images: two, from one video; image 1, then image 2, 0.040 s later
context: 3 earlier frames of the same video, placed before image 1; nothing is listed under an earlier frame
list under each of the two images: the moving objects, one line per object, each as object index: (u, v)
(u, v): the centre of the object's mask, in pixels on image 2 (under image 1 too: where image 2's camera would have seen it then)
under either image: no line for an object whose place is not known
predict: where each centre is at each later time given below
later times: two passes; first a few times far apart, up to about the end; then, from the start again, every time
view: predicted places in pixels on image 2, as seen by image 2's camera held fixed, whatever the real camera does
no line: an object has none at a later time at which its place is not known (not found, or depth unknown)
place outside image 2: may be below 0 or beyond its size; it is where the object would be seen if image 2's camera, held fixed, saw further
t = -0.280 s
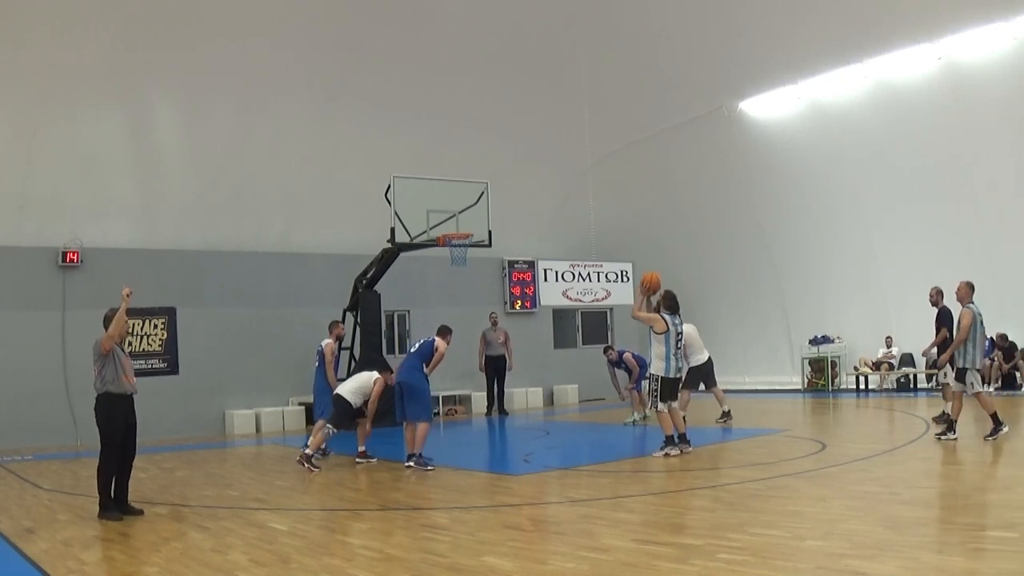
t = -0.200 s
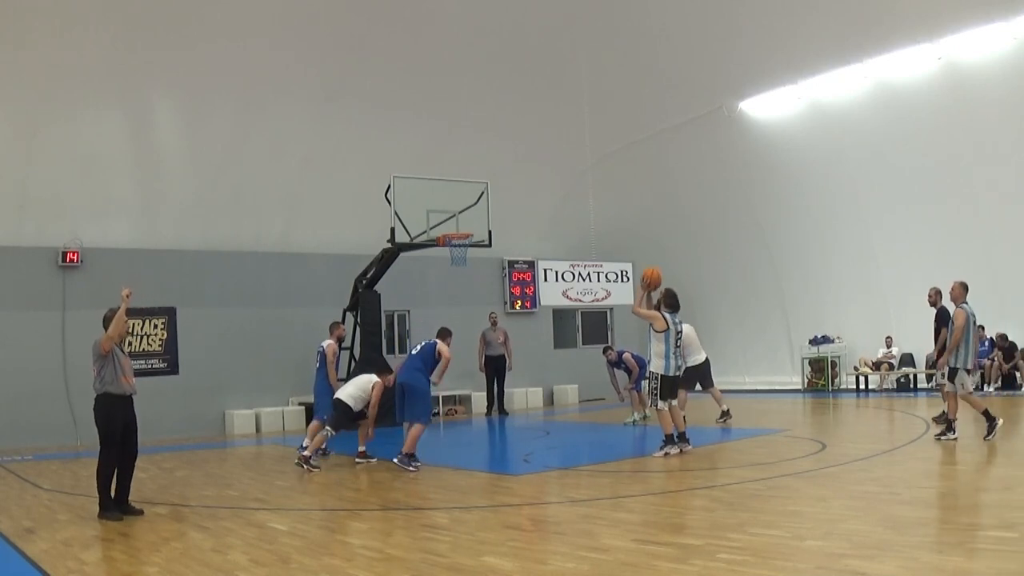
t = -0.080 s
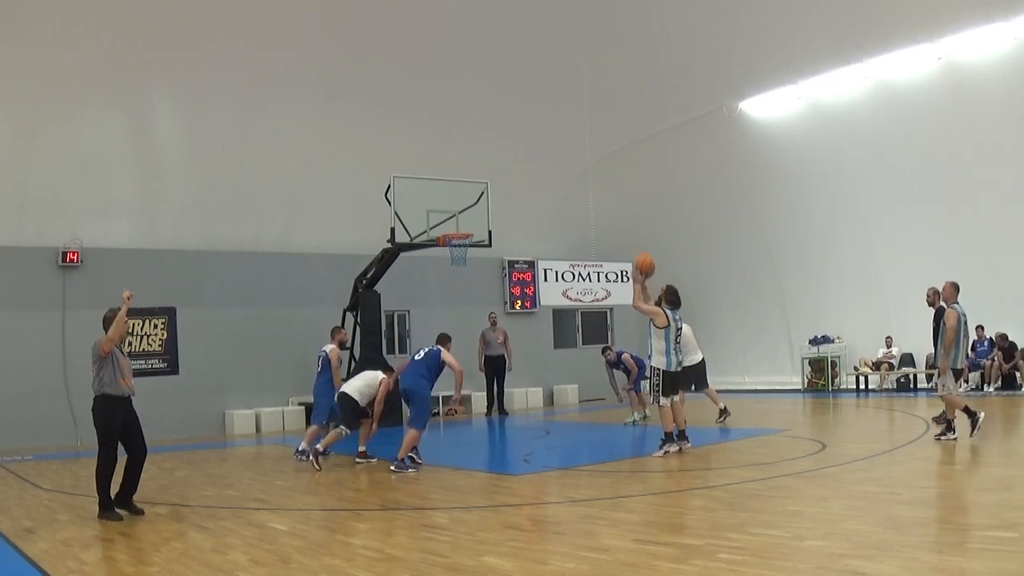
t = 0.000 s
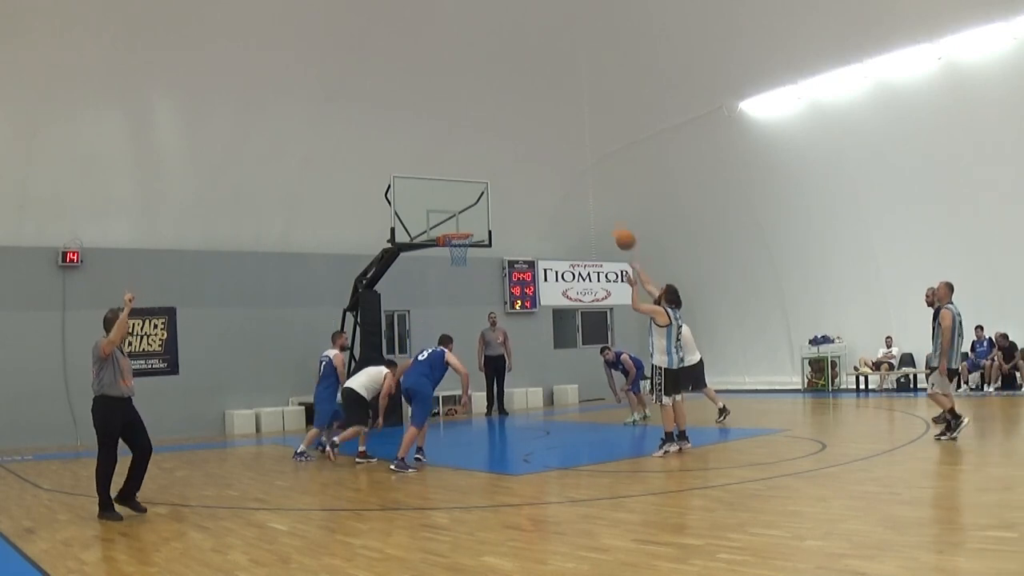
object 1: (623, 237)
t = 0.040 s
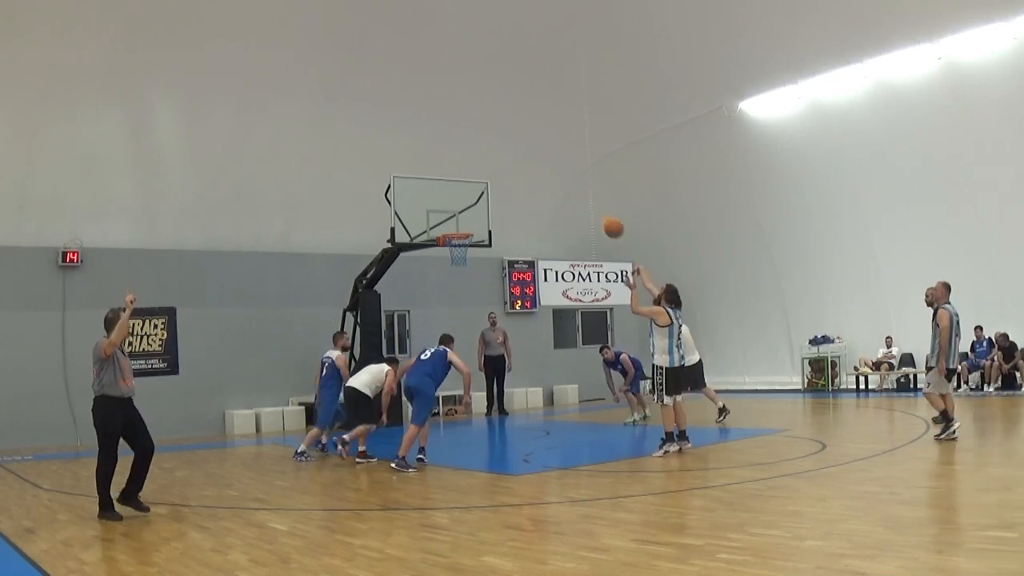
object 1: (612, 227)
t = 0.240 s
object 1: (559, 189)
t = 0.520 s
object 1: (497, 188)
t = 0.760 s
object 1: (452, 227)
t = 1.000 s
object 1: (506, 216)
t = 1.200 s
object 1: (561, 229)
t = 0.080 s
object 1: (601, 216)
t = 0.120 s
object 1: (589, 207)
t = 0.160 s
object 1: (579, 199)
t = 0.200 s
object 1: (569, 193)
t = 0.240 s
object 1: (559, 189)
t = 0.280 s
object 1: (549, 186)
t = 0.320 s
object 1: (540, 183)
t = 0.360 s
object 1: (531, 182)
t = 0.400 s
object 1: (522, 182)
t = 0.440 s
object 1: (513, 183)
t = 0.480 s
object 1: (505, 185)
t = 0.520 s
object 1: (497, 188)
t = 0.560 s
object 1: (489, 193)
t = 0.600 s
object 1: (481, 198)
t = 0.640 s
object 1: (473, 204)
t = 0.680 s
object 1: (466, 211)
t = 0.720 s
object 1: (459, 219)
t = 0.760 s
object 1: (452, 227)
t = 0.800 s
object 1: (455, 227)
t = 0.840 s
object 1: (465, 224)
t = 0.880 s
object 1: (474, 221)
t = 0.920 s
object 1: (485, 218)
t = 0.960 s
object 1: (495, 216)
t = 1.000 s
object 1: (506, 216)
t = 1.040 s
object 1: (517, 216)
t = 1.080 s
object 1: (528, 217)
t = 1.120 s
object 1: (539, 220)
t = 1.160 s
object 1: (550, 224)
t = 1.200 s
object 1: (561, 229)
